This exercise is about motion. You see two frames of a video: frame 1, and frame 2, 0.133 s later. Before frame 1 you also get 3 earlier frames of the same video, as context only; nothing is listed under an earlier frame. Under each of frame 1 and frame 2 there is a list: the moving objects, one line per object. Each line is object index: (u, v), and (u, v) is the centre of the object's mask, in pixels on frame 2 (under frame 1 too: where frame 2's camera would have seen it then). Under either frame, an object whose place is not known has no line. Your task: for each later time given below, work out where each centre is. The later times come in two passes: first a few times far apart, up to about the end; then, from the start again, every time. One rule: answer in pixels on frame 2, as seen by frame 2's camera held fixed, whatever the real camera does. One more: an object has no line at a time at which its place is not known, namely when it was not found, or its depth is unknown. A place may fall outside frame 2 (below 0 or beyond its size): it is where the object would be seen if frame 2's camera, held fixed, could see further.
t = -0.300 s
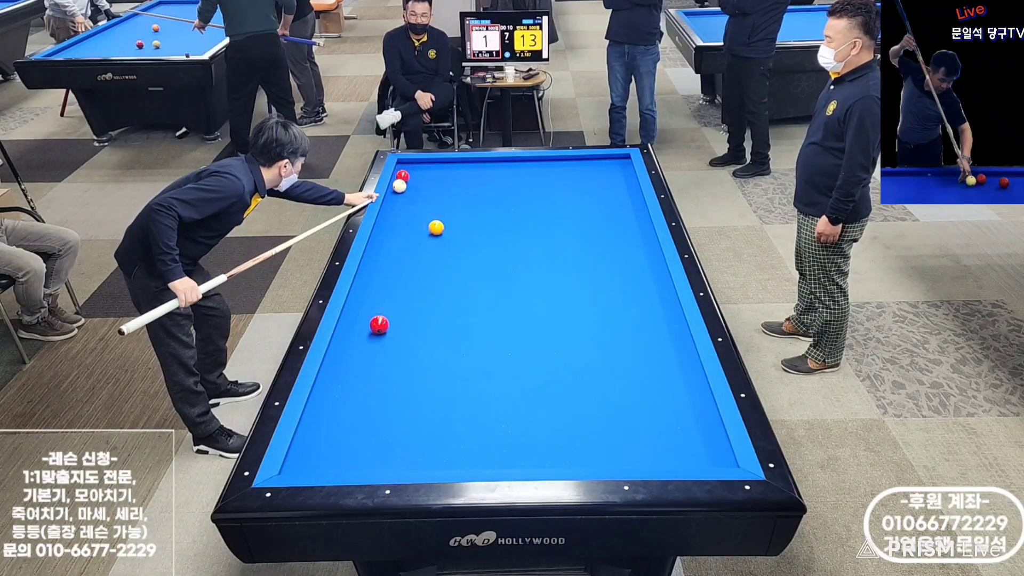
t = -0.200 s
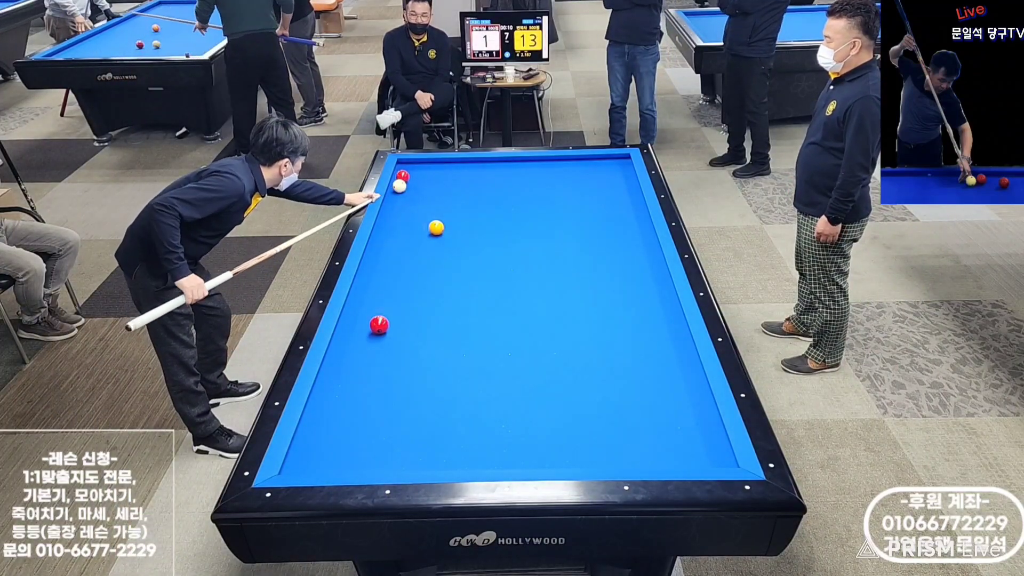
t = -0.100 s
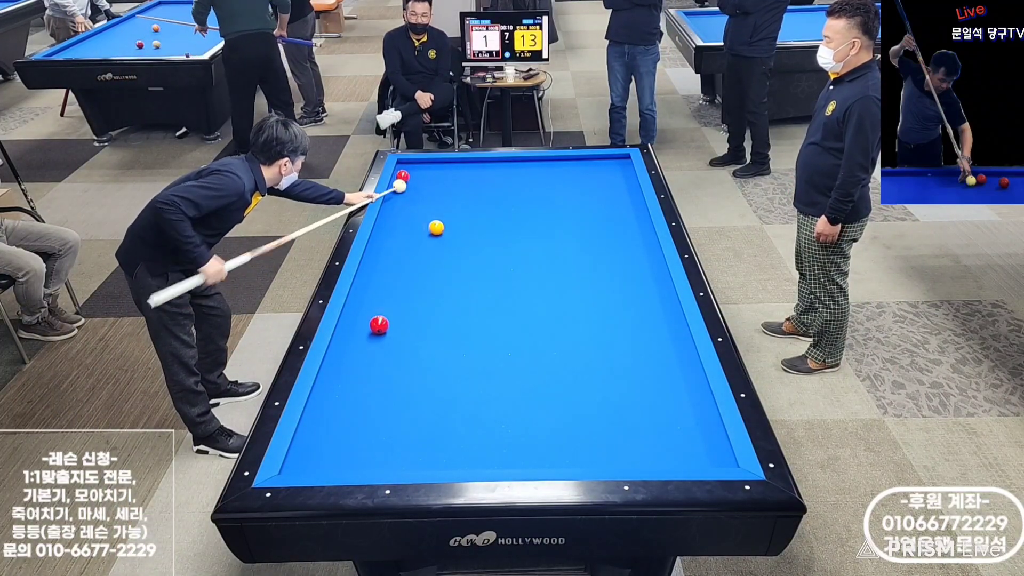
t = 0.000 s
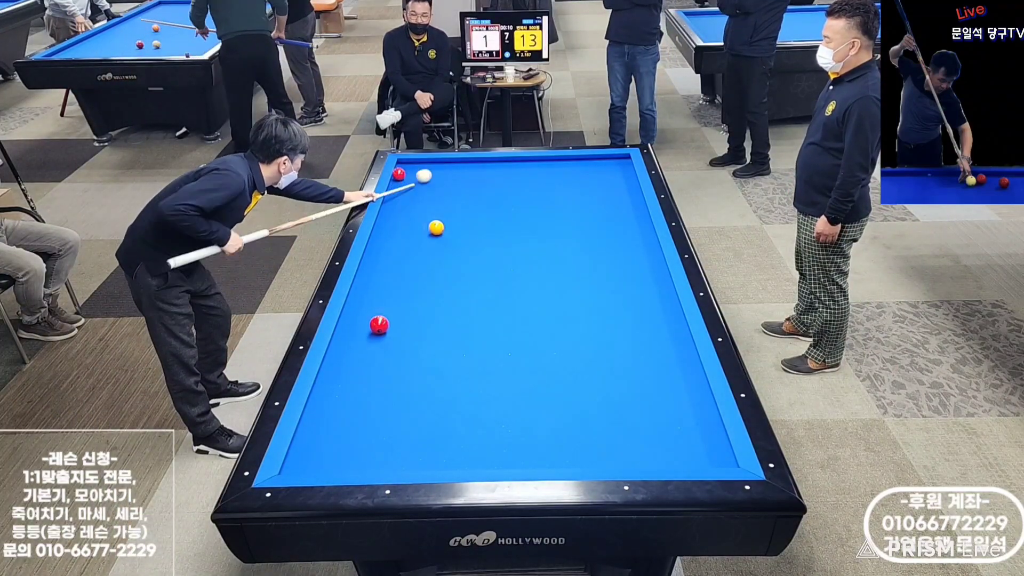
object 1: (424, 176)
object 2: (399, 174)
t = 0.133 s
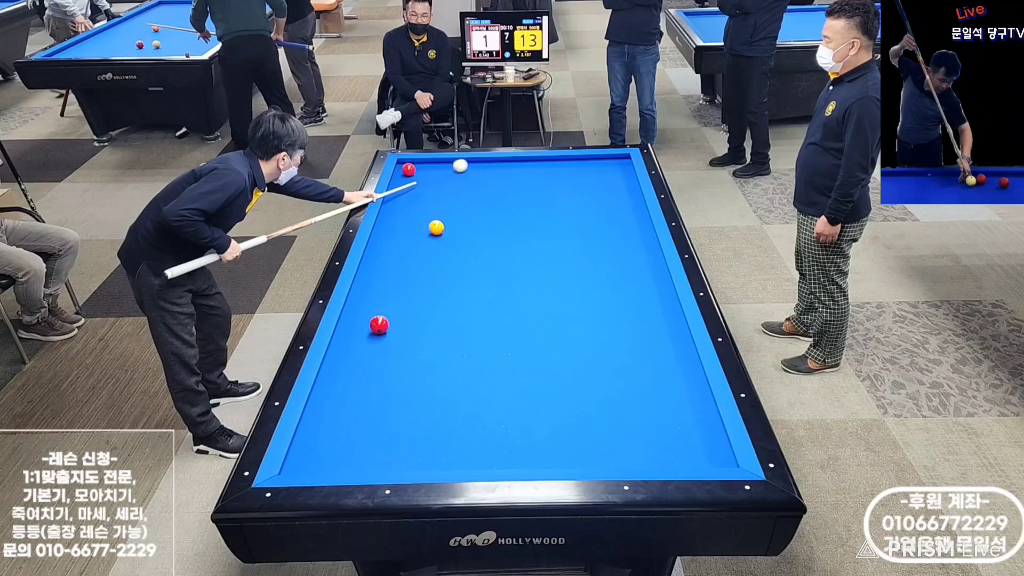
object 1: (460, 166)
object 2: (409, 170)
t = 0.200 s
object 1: (476, 161)
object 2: (413, 168)
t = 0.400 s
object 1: (524, 167)
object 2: (425, 163)
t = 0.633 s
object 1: (582, 174)
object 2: (438, 163)
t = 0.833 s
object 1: (631, 180)
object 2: (448, 166)
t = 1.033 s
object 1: (595, 192)
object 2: (458, 169)
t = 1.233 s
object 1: (567, 204)
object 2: (467, 171)
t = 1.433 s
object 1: (540, 217)
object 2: (477, 174)
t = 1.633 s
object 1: (511, 230)
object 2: (487, 176)
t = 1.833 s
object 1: (480, 243)
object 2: (496, 179)
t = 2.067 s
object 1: (443, 260)
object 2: (507, 182)
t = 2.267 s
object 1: (408, 275)
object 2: (516, 184)
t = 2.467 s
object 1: (372, 291)
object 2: (525, 187)
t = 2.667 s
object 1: (364, 305)
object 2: (534, 189)
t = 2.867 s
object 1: (375, 314)
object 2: (542, 191)
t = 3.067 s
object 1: (381, 318)
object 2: (551, 194)
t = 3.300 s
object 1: (388, 321)
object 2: (560, 196)
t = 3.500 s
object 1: (393, 323)
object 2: (568, 198)
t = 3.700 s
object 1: (398, 325)
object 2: (576, 200)
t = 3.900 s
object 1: (402, 327)
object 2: (583, 202)
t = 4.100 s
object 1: (407, 329)
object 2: (590, 204)
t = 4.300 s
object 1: (411, 331)
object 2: (597, 206)
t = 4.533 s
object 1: (415, 332)
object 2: (604, 208)
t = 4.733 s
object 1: (418, 334)
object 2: (611, 210)
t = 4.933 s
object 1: (421, 335)
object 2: (616, 212)
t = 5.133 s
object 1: (423, 336)
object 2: (622, 213)
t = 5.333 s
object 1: (425, 336)
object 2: (627, 215)
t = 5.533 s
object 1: (427, 337)
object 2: (632, 216)
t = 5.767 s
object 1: (428, 338)
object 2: (637, 218)
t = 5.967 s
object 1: (428, 338)
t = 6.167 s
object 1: (428, 338)
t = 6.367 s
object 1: (428, 338)
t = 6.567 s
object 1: (428, 338)
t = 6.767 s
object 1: (428, 338)
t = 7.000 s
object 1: (428, 338)
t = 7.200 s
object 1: (428, 338)
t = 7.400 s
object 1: (428, 338)
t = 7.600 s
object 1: (428, 338)
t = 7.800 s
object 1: (428, 338)
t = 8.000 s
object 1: (428, 338)
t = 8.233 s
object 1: (428, 338)
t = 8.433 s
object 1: (428, 338)
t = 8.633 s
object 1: (428, 338)
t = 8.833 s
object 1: (428, 338)
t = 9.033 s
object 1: (428, 338)
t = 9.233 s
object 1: (428, 338)
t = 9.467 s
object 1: (428, 338)
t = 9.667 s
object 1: (428, 338)
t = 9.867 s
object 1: (428, 338)
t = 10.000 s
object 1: (428, 338)
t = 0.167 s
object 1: (468, 163)
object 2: (411, 169)
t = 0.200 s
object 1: (476, 161)
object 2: (413, 168)
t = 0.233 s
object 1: (484, 160)
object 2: (415, 167)
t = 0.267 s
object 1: (492, 161)
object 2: (417, 166)
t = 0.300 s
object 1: (500, 163)
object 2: (419, 165)
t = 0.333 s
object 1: (508, 164)
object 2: (421, 164)
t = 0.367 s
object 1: (516, 166)
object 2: (423, 164)
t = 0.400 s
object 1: (524, 167)
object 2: (425, 163)
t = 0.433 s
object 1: (532, 168)
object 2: (427, 162)
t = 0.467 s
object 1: (540, 169)
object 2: (429, 161)
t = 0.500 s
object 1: (549, 170)
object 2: (431, 161)
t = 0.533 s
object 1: (557, 171)
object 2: (433, 162)
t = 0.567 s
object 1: (565, 172)
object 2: (434, 162)
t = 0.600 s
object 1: (574, 173)
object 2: (436, 163)
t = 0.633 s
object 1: (582, 174)
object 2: (438, 163)
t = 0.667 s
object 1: (591, 175)
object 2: (439, 164)
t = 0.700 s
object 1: (599, 176)
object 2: (441, 164)
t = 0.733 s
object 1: (608, 177)
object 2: (443, 165)
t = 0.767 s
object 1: (616, 178)
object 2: (444, 165)
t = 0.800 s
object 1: (625, 179)
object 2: (446, 165)
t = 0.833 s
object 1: (631, 180)
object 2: (448, 166)
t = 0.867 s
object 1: (624, 182)
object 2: (449, 166)
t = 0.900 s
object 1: (618, 184)
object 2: (451, 167)
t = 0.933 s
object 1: (612, 186)
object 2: (453, 167)
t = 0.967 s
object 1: (606, 188)
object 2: (454, 168)
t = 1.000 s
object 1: (600, 191)
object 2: (456, 168)
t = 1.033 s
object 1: (595, 192)
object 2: (458, 169)
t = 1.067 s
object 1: (590, 195)
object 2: (459, 169)
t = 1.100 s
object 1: (585, 196)
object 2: (461, 169)
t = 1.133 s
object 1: (581, 198)
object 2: (462, 170)
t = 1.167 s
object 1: (576, 200)
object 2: (464, 170)
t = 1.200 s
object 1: (572, 203)
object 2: (466, 171)
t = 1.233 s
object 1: (567, 204)
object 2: (467, 171)
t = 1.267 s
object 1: (563, 206)
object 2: (469, 172)
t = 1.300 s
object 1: (558, 208)
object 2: (471, 172)
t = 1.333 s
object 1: (554, 211)
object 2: (472, 173)
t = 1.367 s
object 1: (549, 213)
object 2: (474, 173)
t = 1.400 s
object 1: (545, 215)
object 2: (476, 173)
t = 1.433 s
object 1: (540, 217)
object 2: (477, 174)
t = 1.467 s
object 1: (535, 219)
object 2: (479, 174)
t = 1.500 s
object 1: (530, 221)
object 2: (480, 175)
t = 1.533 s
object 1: (525, 223)
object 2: (482, 175)
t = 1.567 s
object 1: (521, 225)
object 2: (483, 176)
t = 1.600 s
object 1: (516, 227)
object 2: (485, 176)
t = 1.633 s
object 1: (511, 230)
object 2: (487, 176)
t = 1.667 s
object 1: (506, 232)
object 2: (488, 177)
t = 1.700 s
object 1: (501, 234)
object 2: (490, 177)
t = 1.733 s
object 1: (496, 236)
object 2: (491, 178)
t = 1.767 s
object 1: (491, 239)
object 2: (493, 178)
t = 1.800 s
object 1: (486, 241)
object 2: (495, 179)
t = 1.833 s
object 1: (480, 243)
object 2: (496, 179)
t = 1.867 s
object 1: (475, 245)
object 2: (498, 179)
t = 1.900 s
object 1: (470, 248)
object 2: (499, 180)
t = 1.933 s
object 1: (465, 250)
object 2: (501, 180)
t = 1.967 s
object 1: (459, 253)
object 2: (502, 181)
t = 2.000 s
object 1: (454, 255)
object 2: (504, 181)
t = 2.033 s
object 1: (448, 257)
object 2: (505, 181)
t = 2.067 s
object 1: (443, 260)
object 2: (507, 182)
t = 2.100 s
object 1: (437, 262)
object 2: (509, 182)
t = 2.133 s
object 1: (432, 265)
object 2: (510, 183)
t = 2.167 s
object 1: (426, 267)
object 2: (512, 183)
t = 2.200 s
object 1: (420, 270)
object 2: (513, 184)
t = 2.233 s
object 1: (414, 273)
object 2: (515, 184)
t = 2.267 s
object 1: (408, 275)
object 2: (516, 184)
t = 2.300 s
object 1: (403, 278)
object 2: (517, 185)
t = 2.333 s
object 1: (397, 281)
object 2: (519, 185)
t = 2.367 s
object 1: (390, 283)
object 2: (521, 185)
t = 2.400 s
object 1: (384, 286)
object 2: (522, 186)
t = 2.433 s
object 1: (378, 289)
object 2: (524, 186)
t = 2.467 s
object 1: (372, 291)
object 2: (525, 187)
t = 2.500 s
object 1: (366, 294)
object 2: (527, 187)
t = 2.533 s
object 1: (359, 297)
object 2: (528, 187)
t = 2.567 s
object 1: (354, 300)
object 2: (529, 188)
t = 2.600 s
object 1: (358, 302)
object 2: (531, 188)
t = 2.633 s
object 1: (361, 303)
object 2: (532, 189)
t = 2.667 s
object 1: (364, 305)
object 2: (534, 189)
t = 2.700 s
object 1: (367, 307)
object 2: (535, 189)
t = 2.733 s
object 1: (369, 309)
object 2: (537, 190)
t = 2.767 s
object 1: (370, 311)
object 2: (538, 190)
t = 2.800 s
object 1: (372, 312)
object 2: (540, 191)
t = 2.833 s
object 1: (374, 313)
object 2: (541, 191)
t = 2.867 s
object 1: (375, 314)
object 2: (542, 191)
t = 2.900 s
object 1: (376, 315)
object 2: (544, 192)
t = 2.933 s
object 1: (377, 316)
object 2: (545, 192)
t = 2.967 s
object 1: (378, 316)
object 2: (547, 192)
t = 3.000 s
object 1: (379, 317)
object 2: (548, 193)
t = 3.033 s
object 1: (380, 317)
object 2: (550, 193)
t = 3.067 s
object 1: (381, 318)
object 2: (551, 194)
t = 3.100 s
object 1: (382, 319)
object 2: (552, 194)
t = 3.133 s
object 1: (383, 319)
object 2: (554, 194)
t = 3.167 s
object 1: (384, 319)
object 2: (555, 195)
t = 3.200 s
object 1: (385, 320)
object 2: (556, 195)
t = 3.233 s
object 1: (386, 320)
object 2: (558, 195)
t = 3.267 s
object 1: (387, 320)
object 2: (559, 196)
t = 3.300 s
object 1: (388, 321)
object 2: (560, 196)
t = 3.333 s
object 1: (389, 321)
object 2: (562, 196)
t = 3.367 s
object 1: (390, 322)
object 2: (563, 197)
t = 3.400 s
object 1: (390, 322)
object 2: (564, 197)
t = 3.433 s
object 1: (391, 322)
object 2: (565, 197)
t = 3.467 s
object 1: (392, 323)
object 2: (567, 198)
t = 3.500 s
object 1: (393, 323)
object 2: (568, 198)
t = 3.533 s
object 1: (394, 324)
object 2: (569, 198)
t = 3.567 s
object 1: (395, 324)
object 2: (571, 199)
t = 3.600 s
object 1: (395, 324)
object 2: (572, 199)
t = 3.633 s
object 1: (396, 325)
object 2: (573, 200)
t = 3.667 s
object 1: (397, 325)
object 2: (574, 200)
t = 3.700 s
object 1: (398, 325)
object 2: (576, 200)
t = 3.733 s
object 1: (399, 326)
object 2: (577, 200)
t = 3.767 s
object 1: (399, 326)
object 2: (578, 201)
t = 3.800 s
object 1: (400, 326)
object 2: (579, 201)
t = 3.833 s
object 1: (401, 327)
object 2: (581, 201)
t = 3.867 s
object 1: (402, 327)
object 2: (582, 202)
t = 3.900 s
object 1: (402, 327)
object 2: (583, 202)
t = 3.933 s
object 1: (403, 328)
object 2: (584, 202)
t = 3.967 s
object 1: (404, 328)
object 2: (585, 203)
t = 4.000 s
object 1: (405, 328)
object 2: (587, 203)
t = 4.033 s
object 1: (405, 329)
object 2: (588, 203)
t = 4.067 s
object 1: (406, 329)
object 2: (589, 204)
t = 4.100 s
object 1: (407, 329)
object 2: (590, 204)
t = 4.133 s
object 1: (407, 330)
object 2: (591, 204)
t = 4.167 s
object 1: (408, 330)
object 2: (593, 205)
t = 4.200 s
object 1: (409, 330)
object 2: (594, 205)
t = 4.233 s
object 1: (410, 330)
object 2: (595, 205)
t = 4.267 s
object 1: (410, 331)
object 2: (596, 206)
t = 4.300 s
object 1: (411, 331)
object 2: (597, 206)
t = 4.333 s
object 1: (411, 331)
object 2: (598, 206)
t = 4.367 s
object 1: (412, 331)
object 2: (599, 207)
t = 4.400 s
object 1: (413, 332)
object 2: (600, 207)
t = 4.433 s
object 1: (413, 332)
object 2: (601, 207)
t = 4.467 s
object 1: (414, 332)
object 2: (602, 208)
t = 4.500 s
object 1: (414, 332)
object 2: (603, 208)
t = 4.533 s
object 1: (415, 332)
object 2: (604, 208)
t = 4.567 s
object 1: (416, 333)
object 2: (605, 208)
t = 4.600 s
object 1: (416, 333)
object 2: (607, 209)
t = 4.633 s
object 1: (417, 333)
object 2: (608, 209)
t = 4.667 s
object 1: (417, 333)
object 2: (609, 209)
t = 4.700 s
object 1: (418, 333)
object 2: (610, 210)
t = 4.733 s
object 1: (418, 334)
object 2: (611, 210)
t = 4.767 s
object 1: (419, 334)
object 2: (612, 210)
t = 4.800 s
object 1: (419, 334)
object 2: (613, 210)
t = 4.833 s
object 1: (420, 334)
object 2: (614, 211)
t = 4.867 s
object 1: (420, 334)
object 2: (614, 211)
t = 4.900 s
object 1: (421, 335)
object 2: (615, 211)
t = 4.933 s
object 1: (421, 335)
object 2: (616, 212)
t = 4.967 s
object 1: (422, 335)
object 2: (617, 212)
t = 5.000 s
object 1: (422, 335)
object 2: (618, 212)
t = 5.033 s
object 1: (422, 335)
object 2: (619, 212)
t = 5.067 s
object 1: (423, 335)
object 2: (620, 213)
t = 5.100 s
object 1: (423, 336)
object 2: (621, 213)
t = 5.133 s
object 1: (423, 336)
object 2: (622, 213)
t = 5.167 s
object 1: (424, 336)
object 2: (623, 213)
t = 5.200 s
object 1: (424, 336)
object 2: (624, 213)
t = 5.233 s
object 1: (424, 336)
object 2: (625, 214)
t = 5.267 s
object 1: (425, 336)
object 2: (625, 214)
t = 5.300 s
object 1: (425, 336)
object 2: (626, 214)
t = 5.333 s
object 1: (425, 336)
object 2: (627, 215)
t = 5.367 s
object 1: (426, 337)
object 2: (628, 215)
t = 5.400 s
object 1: (426, 337)
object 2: (629, 215)
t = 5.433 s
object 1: (426, 337)
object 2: (630, 215)
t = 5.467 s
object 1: (426, 337)
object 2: (630, 215)
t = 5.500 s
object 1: (427, 337)
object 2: (631, 216)
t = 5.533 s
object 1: (427, 337)
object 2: (632, 216)
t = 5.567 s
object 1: (427, 337)
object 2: (633, 216)
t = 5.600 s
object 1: (427, 337)
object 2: (634, 217)
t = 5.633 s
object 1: (427, 337)
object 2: (634, 217)
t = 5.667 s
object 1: (428, 338)
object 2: (635, 217)
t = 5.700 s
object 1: (428, 338)
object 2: (636, 217)
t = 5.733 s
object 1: (428, 338)
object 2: (636, 218)
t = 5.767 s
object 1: (428, 338)
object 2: (637, 218)
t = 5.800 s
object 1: (428, 338)
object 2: (638, 218)
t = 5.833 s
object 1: (428, 338)
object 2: (639, 219)
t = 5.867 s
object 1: (428, 338)
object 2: (639, 219)
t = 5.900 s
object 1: (428, 338)
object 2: (640, 219)
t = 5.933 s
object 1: (428, 338)
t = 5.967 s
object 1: (428, 338)
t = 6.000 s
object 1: (429, 338)
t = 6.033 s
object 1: (428, 338)
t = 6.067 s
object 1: (428, 338)
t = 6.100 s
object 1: (429, 338)
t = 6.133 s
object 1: (428, 338)
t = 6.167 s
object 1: (428, 338)
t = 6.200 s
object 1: (428, 338)
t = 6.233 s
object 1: (428, 338)
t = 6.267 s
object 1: (428, 338)
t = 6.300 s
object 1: (428, 338)
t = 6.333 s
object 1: (428, 338)
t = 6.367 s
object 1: (428, 338)
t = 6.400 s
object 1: (428, 338)
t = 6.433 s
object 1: (428, 338)
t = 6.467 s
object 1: (428, 338)
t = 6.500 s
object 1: (428, 338)
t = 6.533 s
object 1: (428, 338)
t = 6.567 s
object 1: (428, 338)
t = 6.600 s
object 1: (428, 338)
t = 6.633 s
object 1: (428, 338)
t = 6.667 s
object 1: (428, 338)
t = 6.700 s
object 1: (428, 338)
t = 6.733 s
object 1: (428, 338)
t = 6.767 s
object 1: (428, 338)
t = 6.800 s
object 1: (428, 338)
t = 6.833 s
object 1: (428, 338)
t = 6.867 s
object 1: (428, 338)
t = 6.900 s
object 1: (428, 338)
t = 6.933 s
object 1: (428, 338)
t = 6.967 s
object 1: (428, 338)
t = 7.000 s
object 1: (428, 338)
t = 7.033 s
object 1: (428, 338)
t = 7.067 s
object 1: (428, 338)
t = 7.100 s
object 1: (428, 338)
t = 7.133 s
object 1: (428, 338)
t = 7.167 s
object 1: (428, 338)
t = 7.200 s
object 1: (428, 338)
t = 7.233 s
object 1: (428, 338)
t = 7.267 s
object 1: (428, 338)
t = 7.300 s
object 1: (428, 338)
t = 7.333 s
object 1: (428, 338)
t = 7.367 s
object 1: (428, 338)
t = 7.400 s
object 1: (428, 338)
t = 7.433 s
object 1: (428, 338)
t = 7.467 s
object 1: (428, 338)
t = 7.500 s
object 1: (428, 338)
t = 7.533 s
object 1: (428, 338)
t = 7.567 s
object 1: (428, 338)
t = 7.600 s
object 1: (428, 338)
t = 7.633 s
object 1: (428, 338)
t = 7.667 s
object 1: (428, 338)
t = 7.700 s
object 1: (428, 338)
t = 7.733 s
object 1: (428, 338)
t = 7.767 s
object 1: (428, 338)
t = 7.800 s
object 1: (428, 338)
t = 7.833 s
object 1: (428, 338)
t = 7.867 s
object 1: (428, 338)
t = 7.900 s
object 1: (428, 338)
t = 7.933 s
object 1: (428, 338)
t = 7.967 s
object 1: (428, 338)
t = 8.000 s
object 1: (428, 338)
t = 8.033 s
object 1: (428, 338)
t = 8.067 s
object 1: (428, 338)
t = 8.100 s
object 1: (428, 338)
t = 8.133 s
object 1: (428, 338)
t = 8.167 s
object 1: (428, 338)
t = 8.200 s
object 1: (428, 338)
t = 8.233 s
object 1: (428, 338)
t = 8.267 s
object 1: (428, 338)
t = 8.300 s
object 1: (428, 338)
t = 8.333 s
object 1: (428, 338)
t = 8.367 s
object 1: (428, 338)
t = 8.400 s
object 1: (428, 338)
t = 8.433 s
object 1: (428, 338)
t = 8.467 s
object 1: (428, 338)
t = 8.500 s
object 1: (428, 338)
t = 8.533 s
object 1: (428, 338)
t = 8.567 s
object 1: (428, 338)
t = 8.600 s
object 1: (428, 338)
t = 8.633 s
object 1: (428, 338)
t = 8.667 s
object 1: (428, 338)
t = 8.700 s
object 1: (428, 338)
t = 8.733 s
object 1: (428, 338)
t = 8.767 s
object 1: (428, 338)
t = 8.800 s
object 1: (428, 338)
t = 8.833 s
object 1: (428, 338)
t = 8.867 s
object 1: (428, 338)
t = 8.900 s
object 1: (428, 338)
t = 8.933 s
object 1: (428, 338)
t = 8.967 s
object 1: (428, 338)
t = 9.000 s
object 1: (428, 338)
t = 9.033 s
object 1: (428, 338)
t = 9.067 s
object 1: (428, 338)
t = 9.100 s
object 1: (428, 338)
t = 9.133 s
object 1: (428, 338)
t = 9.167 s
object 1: (428, 338)
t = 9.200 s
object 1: (428, 338)
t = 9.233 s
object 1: (428, 338)
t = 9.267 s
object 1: (428, 338)
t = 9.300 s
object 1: (428, 338)
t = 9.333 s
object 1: (428, 338)
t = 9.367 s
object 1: (428, 338)
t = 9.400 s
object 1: (428, 338)
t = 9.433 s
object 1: (428, 338)
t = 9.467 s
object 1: (428, 338)
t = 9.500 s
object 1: (428, 338)
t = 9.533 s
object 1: (428, 338)
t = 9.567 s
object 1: (428, 338)
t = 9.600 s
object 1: (428, 338)
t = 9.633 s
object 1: (428, 338)
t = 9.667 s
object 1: (428, 338)
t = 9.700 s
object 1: (428, 338)
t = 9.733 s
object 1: (428, 338)
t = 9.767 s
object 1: (428, 338)
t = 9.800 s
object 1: (428, 338)
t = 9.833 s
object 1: (428, 338)
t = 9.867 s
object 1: (428, 338)
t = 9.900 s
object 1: (428, 338)
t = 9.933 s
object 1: (428, 338)
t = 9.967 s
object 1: (428, 338)
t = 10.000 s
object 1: (428, 338)
